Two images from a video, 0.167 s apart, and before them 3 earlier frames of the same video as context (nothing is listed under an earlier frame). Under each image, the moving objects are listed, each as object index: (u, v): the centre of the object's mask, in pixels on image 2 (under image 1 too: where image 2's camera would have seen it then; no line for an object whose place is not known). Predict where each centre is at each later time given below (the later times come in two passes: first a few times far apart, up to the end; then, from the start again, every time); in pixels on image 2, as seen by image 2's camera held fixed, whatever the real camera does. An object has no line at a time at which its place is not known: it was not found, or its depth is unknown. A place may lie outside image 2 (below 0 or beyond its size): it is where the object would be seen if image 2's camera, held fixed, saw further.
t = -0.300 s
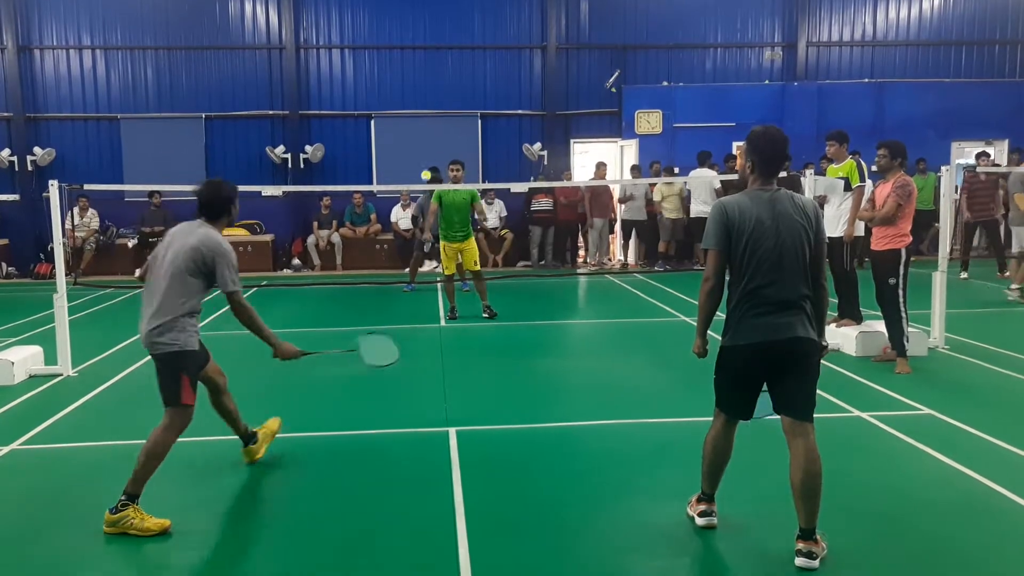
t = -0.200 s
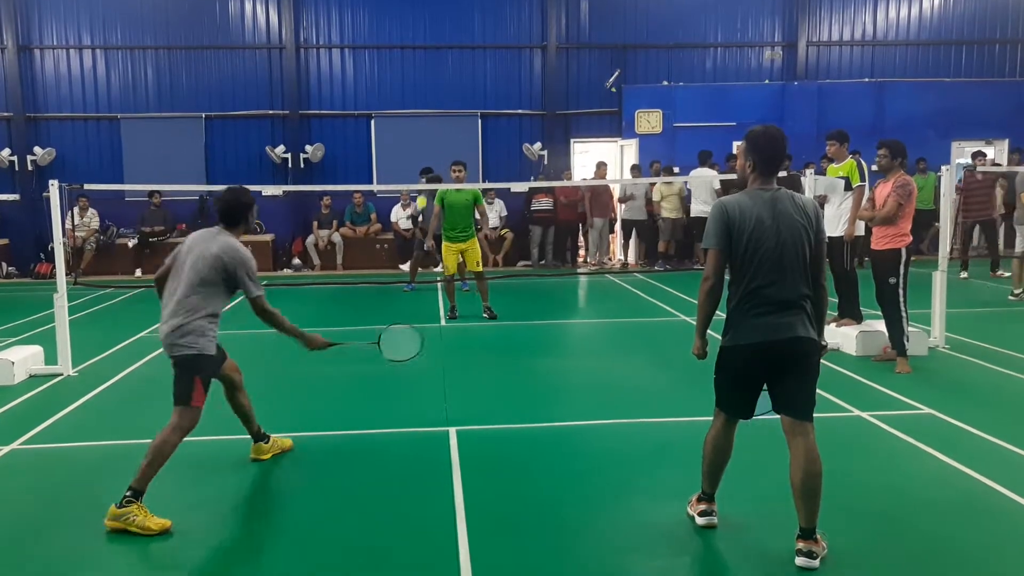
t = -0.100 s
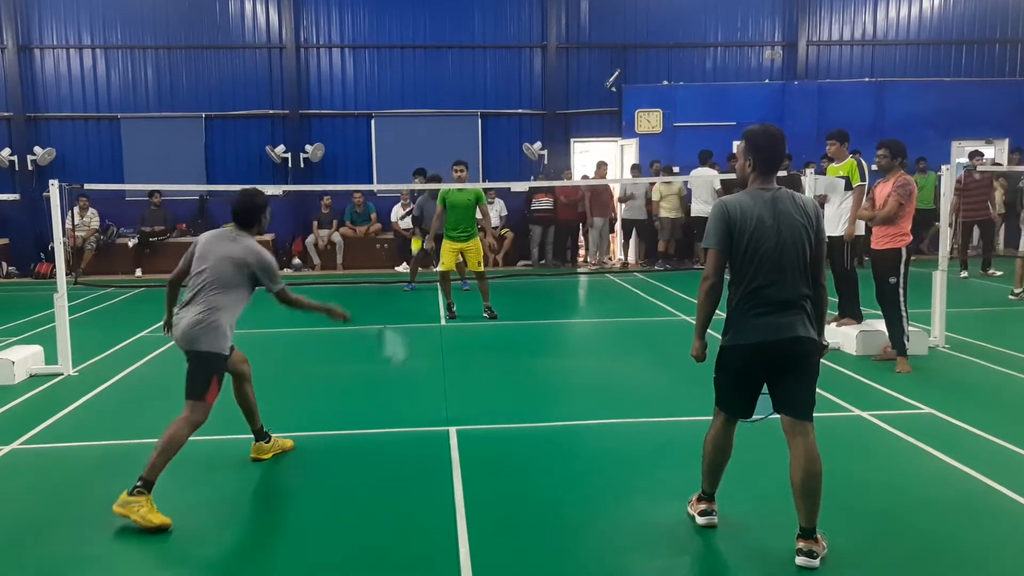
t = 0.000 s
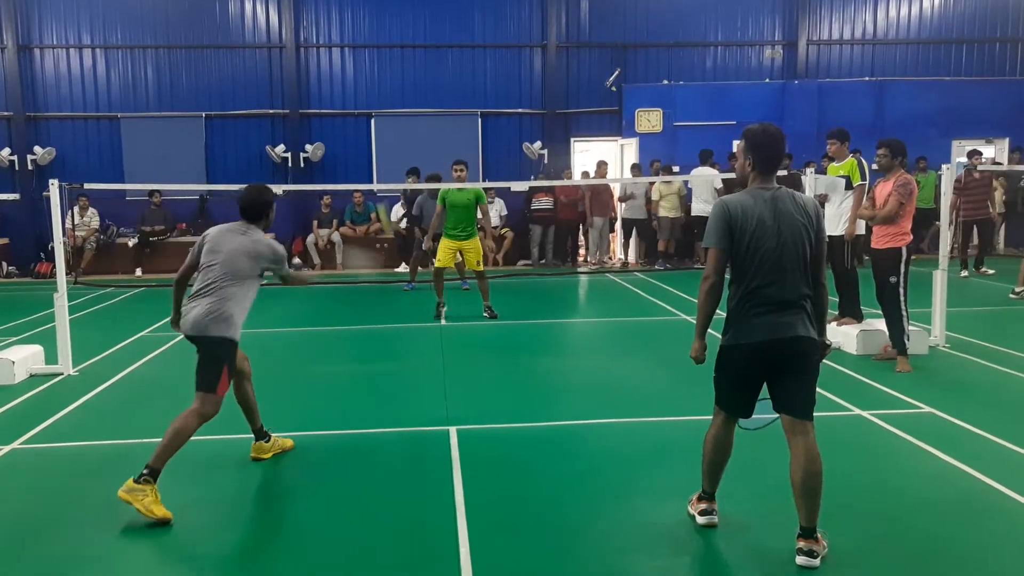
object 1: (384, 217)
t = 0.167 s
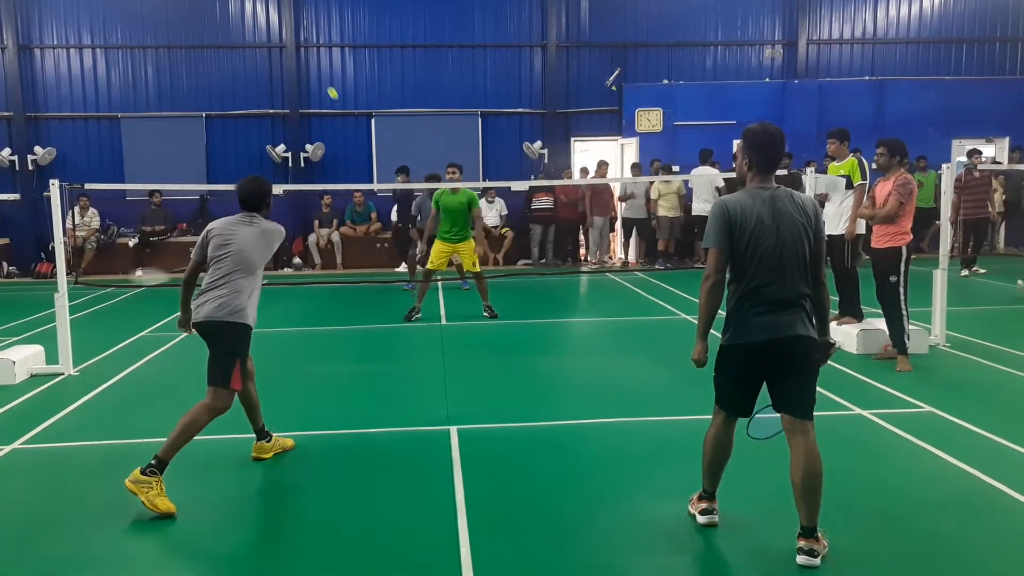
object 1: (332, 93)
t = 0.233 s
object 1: (320, 75)
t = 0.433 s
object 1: (300, 62)
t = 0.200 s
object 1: (326, 83)
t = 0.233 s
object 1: (320, 75)
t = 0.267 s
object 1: (315, 69)
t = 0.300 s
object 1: (311, 65)
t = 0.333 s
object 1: (307, 63)
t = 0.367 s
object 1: (304, 62)
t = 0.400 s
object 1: (303, 61)
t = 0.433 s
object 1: (300, 62)
